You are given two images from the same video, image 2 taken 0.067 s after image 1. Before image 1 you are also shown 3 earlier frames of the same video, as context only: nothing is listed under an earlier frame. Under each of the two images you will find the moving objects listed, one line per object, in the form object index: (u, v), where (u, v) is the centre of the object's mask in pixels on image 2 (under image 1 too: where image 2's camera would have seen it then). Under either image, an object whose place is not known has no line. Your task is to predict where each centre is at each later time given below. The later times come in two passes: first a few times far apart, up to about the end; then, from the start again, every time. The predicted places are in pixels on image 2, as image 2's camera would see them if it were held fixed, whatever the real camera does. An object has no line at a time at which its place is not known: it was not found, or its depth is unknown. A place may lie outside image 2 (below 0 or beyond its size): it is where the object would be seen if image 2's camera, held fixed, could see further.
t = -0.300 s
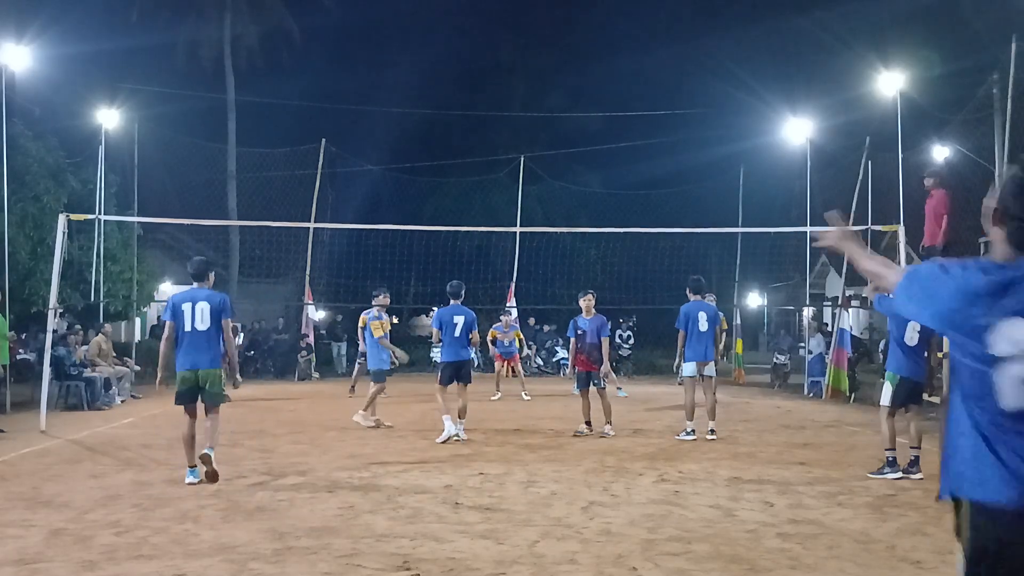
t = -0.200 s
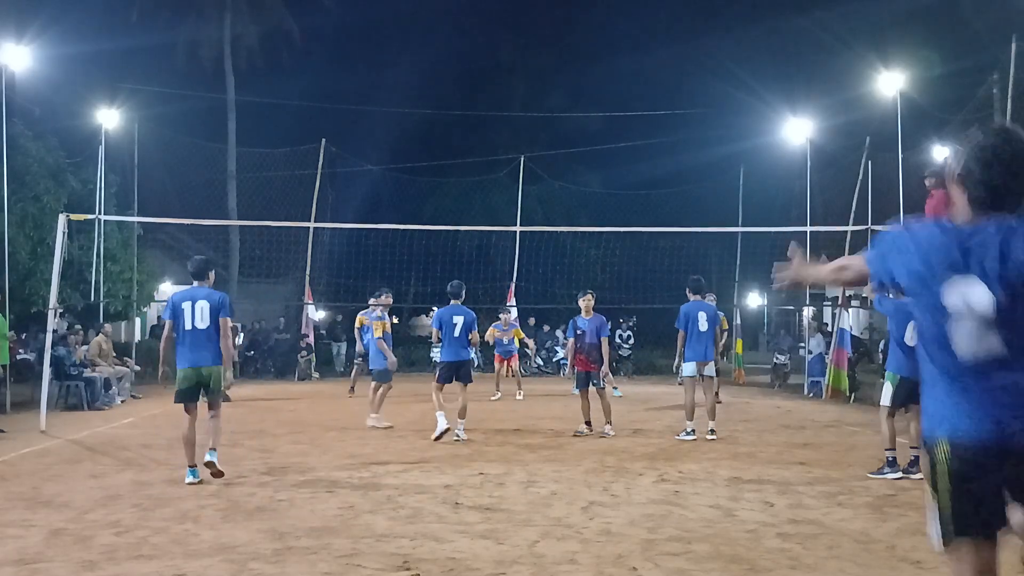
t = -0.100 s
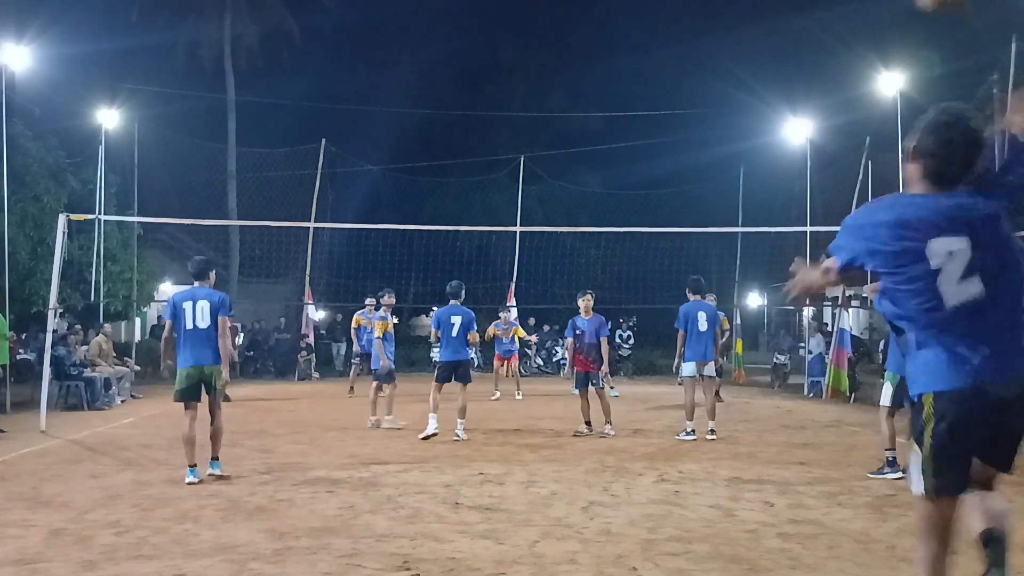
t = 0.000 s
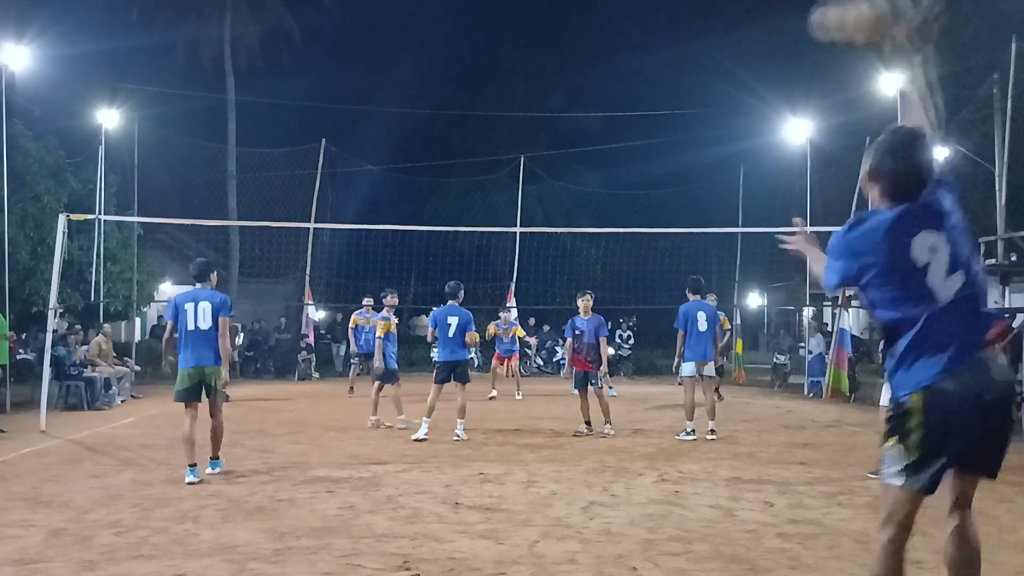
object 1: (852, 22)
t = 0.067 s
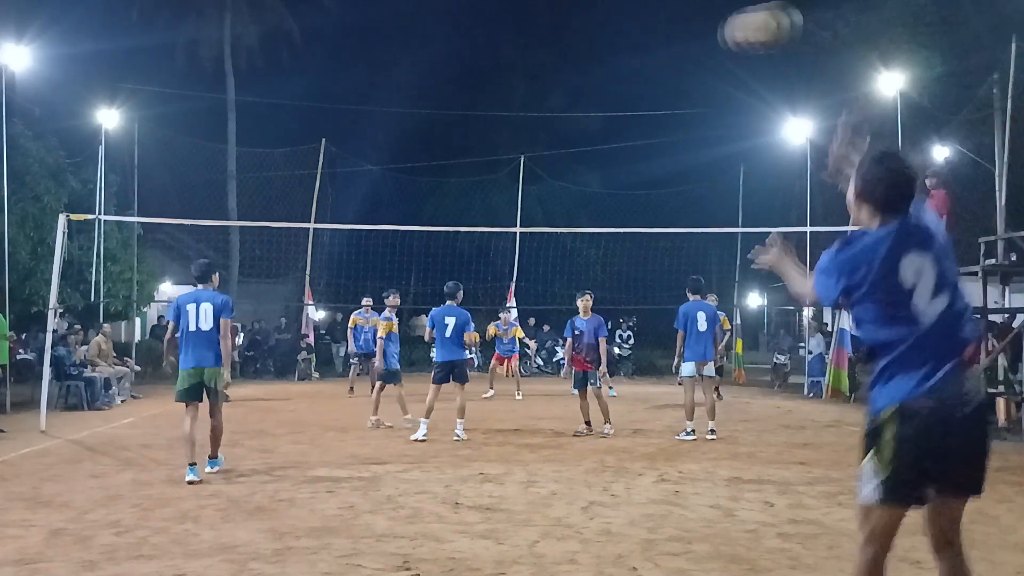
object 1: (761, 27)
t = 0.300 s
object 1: (588, 83)
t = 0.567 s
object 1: (513, 163)
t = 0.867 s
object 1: (468, 260)
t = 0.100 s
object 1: (720, 35)
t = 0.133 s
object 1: (691, 42)
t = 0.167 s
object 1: (664, 49)
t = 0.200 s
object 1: (640, 57)
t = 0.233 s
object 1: (622, 64)
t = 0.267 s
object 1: (604, 74)
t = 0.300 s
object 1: (588, 83)
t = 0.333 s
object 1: (576, 92)
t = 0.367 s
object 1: (563, 102)
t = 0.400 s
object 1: (552, 112)
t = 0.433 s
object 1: (542, 122)
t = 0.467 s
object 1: (533, 133)
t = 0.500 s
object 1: (527, 142)
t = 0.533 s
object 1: (520, 152)
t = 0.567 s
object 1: (513, 163)
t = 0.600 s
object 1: (508, 173)
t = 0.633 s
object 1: (502, 185)
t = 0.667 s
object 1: (497, 195)
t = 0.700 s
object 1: (492, 206)
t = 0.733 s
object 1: (487, 217)
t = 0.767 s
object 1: (482, 227)
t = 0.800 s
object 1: (477, 240)
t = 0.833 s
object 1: (472, 250)
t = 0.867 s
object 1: (468, 260)
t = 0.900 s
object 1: (463, 273)
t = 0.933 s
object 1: (459, 283)
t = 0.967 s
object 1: (455, 294)
